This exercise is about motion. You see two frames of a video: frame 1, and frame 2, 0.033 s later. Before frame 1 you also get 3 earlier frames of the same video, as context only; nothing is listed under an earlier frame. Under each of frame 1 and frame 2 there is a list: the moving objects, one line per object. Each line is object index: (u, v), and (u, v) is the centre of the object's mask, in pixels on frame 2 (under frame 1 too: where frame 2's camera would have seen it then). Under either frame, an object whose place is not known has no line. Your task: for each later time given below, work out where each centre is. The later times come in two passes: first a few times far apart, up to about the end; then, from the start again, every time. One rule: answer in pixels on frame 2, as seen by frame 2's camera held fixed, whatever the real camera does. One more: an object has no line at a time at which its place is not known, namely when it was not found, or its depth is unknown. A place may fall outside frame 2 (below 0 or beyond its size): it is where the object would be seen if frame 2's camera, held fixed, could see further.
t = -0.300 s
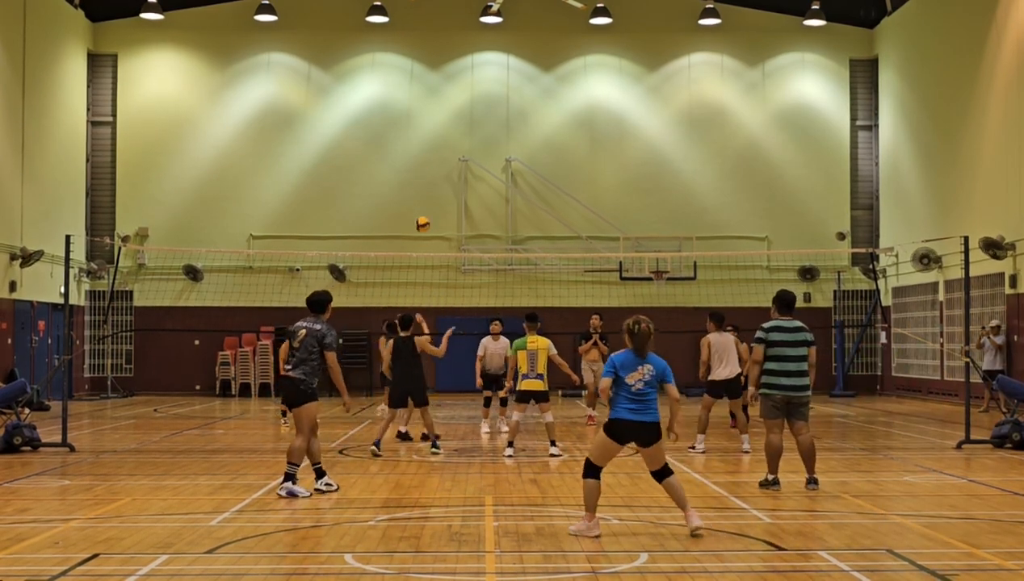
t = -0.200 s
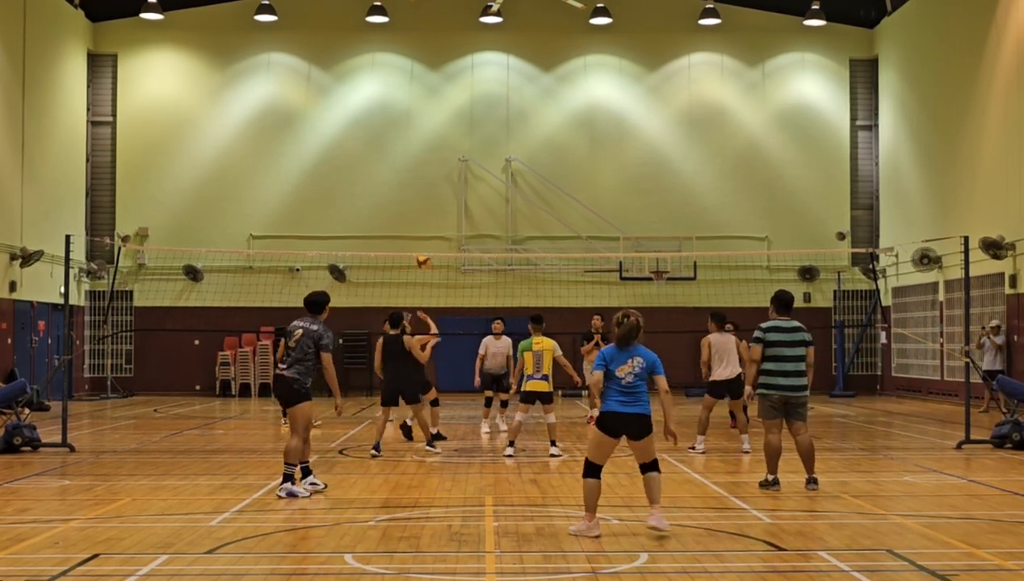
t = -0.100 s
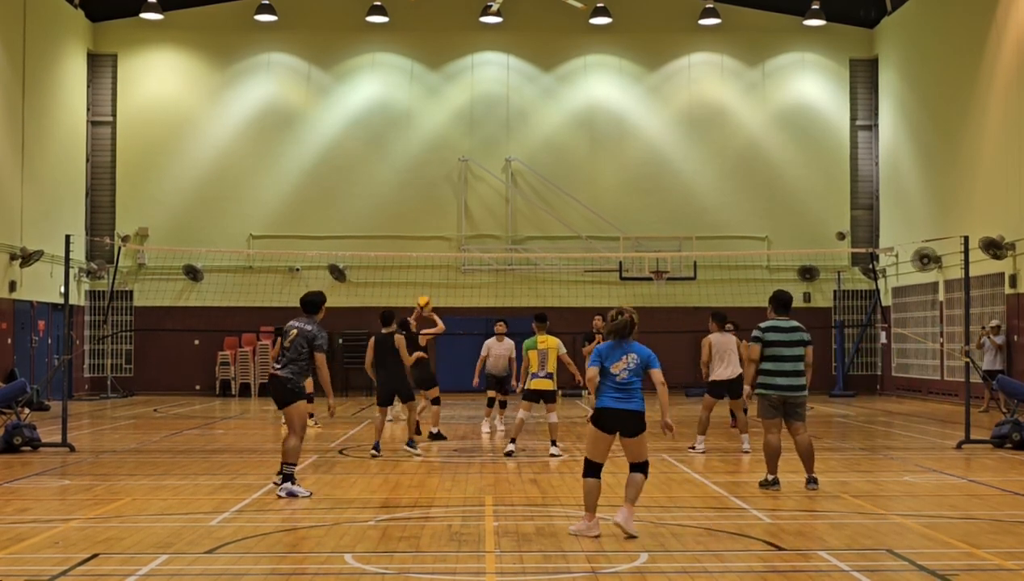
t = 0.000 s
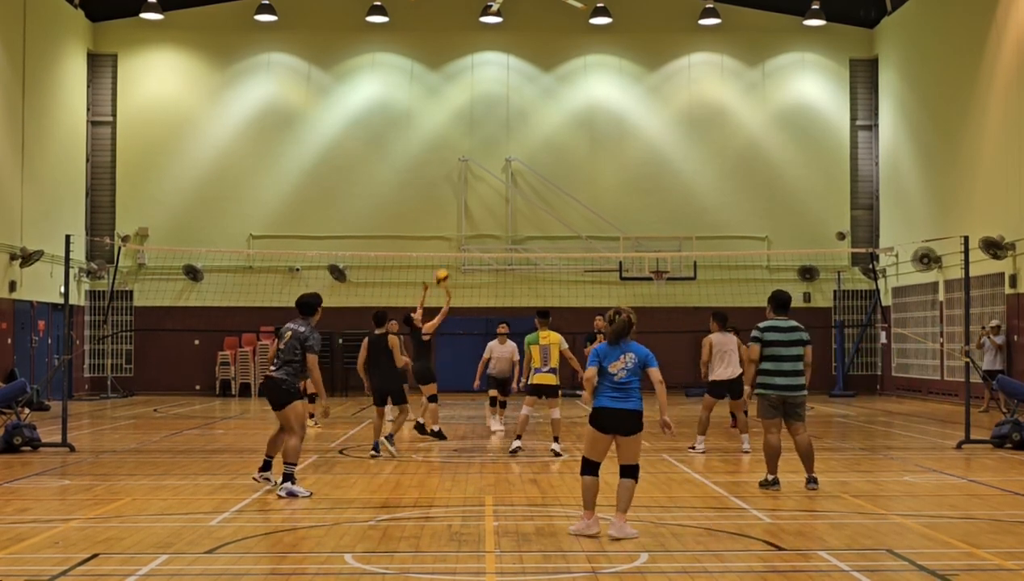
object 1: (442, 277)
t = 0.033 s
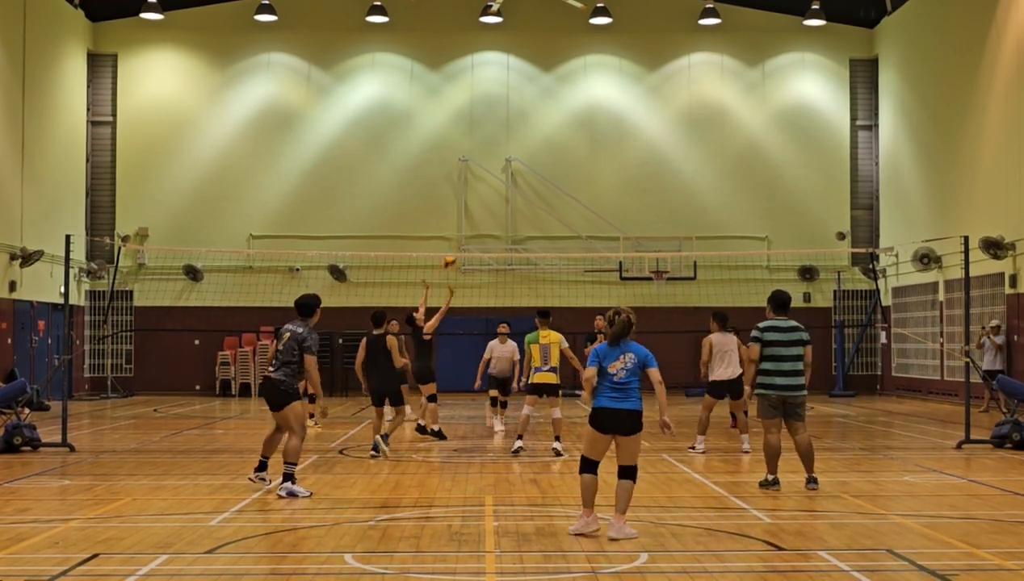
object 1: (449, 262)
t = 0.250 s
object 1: (498, 178)
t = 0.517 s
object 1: (557, 123)
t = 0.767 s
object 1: (608, 117)
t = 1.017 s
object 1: (657, 154)
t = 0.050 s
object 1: (453, 253)
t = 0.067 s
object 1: (457, 245)
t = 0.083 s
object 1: (461, 240)
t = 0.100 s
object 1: (465, 232)
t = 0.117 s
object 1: (468, 225)
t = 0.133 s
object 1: (472, 219)
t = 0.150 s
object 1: (475, 213)
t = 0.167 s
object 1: (480, 206)
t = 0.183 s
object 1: (484, 200)
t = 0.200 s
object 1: (487, 194)
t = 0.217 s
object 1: (491, 189)
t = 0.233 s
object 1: (494, 184)
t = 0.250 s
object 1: (498, 178)
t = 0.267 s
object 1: (502, 173)
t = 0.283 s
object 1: (505, 169)
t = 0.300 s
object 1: (509, 164)
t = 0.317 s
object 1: (513, 160)
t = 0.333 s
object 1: (517, 156)
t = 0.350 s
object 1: (520, 152)
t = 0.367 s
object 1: (524, 148)
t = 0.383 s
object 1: (527, 144)
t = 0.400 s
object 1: (531, 141)
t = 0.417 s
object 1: (535, 138)
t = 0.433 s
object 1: (539, 135)
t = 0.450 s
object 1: (542, 132)
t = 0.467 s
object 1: (546, 130)
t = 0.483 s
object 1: (549, 127)
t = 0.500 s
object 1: (553, 125)
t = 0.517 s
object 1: (557, 123)
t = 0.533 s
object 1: (560, 121)
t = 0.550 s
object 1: (564, 120)
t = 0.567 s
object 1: (567, 118)
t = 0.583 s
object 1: (570, 117)
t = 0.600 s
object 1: (574, 116)
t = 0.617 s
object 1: (578, 115)
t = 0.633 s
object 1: (581, 115)
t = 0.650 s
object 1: (585, 114)
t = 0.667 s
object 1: (588, 114)
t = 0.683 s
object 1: (591, 114)
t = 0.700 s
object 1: (595, 114)
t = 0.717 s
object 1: (598, 115)
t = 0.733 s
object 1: (601, 115)
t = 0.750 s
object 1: (605, 116)
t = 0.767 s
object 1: (608, 117)
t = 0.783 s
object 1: (612, 118)
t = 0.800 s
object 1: (615, 119)
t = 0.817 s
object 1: (618, 121)
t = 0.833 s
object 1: (622, 123)
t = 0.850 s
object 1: (625, 125)
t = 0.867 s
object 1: (628, 127)
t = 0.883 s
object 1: (631, 129)
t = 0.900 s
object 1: (635, 131)
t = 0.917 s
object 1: (638, 134)
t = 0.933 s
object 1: (641, 137)
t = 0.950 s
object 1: (645, 140)
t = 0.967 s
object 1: (648, 143)
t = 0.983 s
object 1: (651, 146)
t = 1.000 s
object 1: (654, 150)
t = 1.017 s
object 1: (657, 154)
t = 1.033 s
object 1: (661, 158)
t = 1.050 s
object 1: (664, 162)
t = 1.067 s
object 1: (667, 167)
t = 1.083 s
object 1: (670, 171)
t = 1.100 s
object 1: (673, 176)
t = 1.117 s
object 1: (676, 180)
